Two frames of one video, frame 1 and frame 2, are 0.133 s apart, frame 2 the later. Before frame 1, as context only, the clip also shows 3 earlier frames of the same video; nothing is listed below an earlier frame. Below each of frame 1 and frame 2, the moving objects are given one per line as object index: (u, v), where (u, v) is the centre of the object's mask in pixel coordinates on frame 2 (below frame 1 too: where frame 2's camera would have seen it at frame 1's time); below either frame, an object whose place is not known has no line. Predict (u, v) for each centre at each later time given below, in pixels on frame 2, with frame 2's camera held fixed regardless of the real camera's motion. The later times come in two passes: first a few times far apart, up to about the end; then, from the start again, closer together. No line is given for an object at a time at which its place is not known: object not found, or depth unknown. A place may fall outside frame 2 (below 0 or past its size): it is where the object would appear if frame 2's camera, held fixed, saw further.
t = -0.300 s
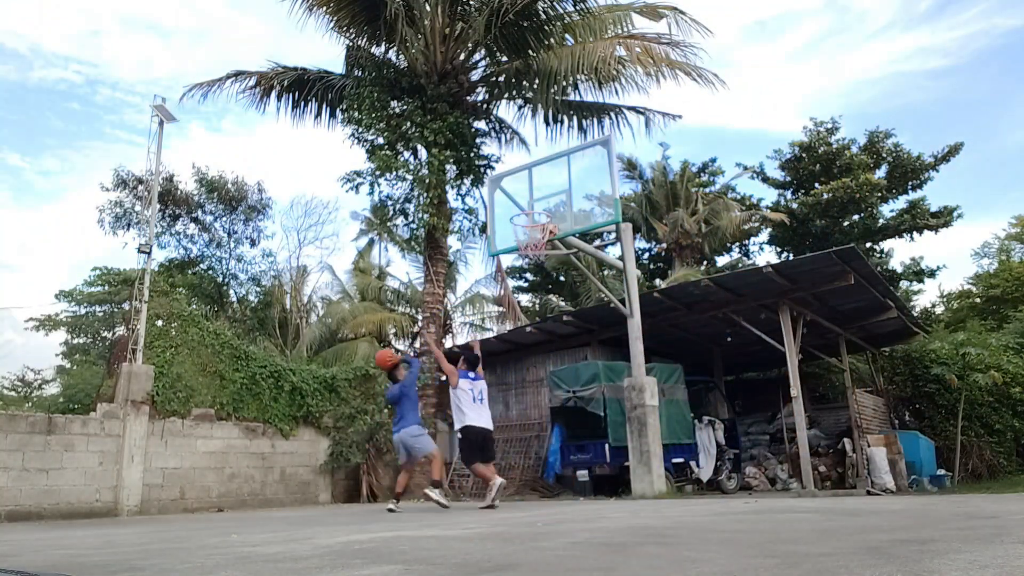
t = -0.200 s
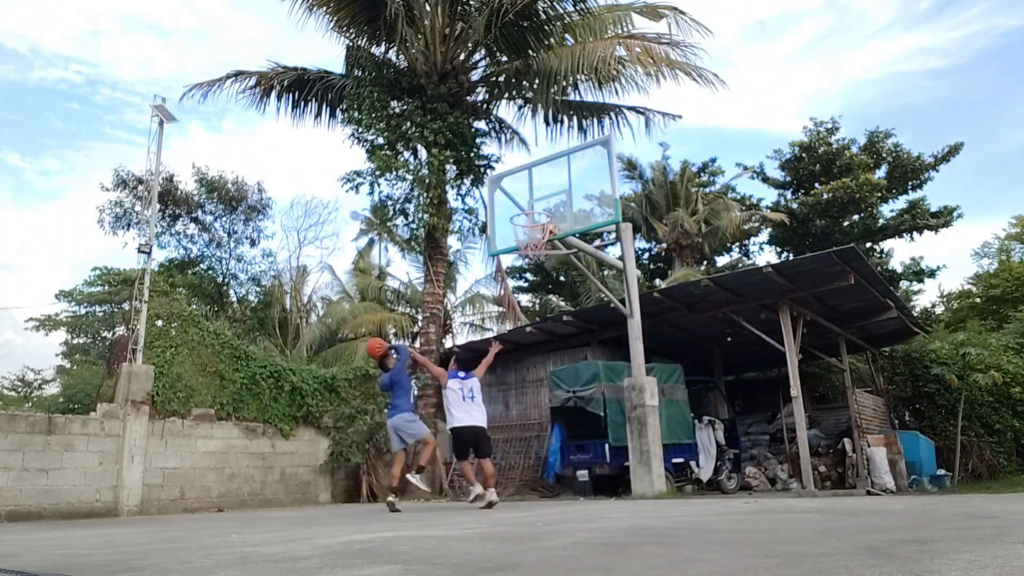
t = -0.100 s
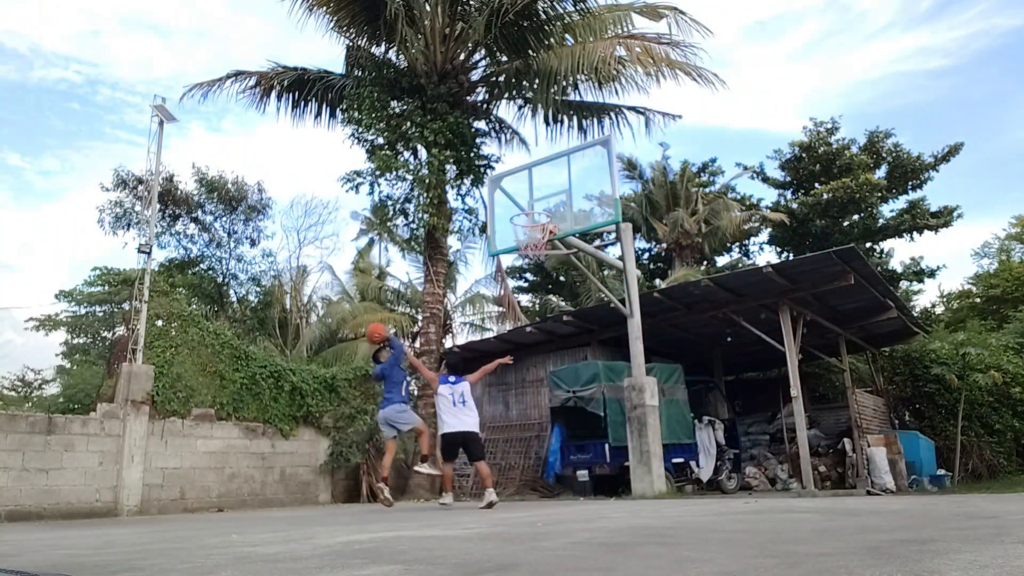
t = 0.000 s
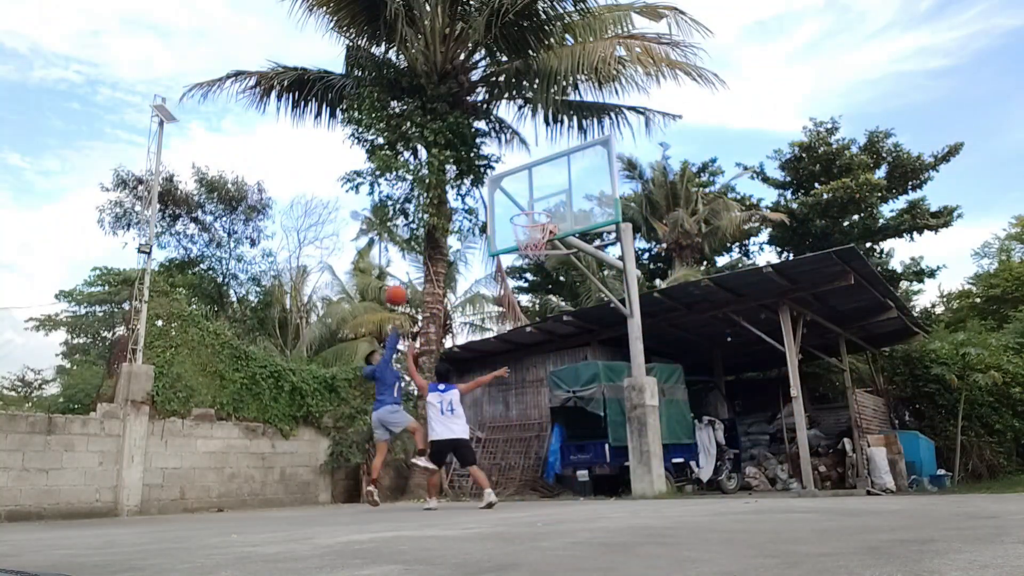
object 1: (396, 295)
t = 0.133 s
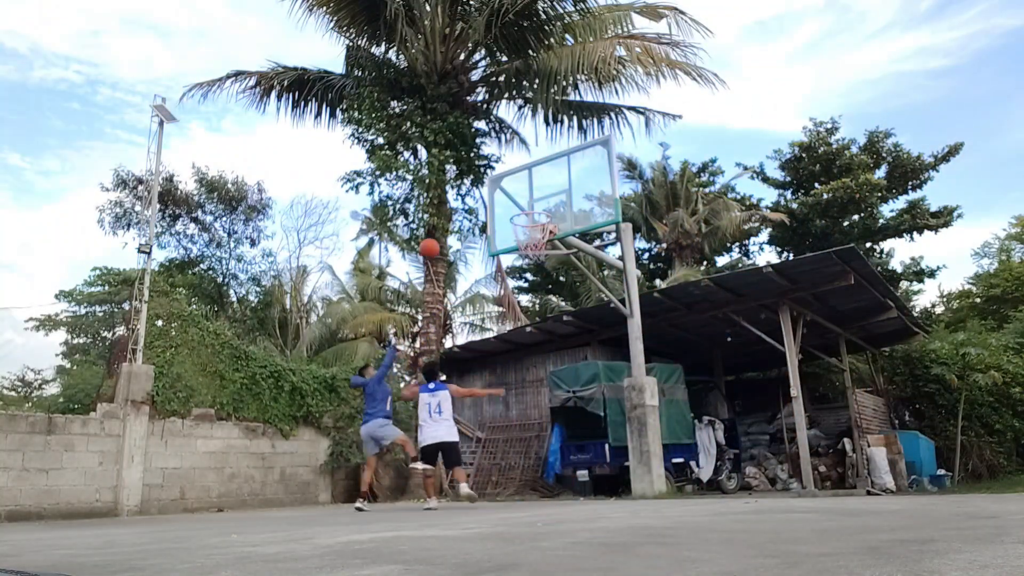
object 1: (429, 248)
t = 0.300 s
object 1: (469, 214)
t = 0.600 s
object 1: (529, 203)
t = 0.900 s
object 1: (530, 238)
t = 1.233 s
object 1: (512, 318)
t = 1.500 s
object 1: (499, 452)
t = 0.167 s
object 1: (437, 239)
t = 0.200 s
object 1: (444, 232)
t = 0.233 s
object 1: (452, 225)
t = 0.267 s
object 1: (461, 219)
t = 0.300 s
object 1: (469, 214)
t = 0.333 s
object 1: (476, 210)
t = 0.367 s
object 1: (484, 207)
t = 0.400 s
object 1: (492, 204)
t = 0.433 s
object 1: (499, 203)
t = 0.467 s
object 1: (506, 202)
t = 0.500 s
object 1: (514, 202)
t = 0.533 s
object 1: (522, 202)
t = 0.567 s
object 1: (528, 203)
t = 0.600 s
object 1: (529, 203)
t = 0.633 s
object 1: (530, 203)
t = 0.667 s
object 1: (531, 204)
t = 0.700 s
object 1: (532, 208)
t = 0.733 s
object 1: (533, 211)
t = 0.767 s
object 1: (534, 215)
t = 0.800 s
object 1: (535, 220)
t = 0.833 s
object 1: (534, 226)
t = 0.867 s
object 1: (531, 231)
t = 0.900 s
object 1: (530, 238)
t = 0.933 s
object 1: (527, 243)
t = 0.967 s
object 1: (526, 248)
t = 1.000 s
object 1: (524, 254)
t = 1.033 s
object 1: (523, 260)
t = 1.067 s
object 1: (521, 267)
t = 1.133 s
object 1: (517, 284)
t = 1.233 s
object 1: (512, 318)
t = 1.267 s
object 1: (510, 331)
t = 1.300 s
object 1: (508, 345)
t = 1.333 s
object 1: (507, 360)
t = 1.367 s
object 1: (505, 376)
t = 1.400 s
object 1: (504, 393)
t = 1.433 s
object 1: (502, 411)
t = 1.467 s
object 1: (501, 431)
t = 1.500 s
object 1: (499, 452)
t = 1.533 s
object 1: (497, 473)
